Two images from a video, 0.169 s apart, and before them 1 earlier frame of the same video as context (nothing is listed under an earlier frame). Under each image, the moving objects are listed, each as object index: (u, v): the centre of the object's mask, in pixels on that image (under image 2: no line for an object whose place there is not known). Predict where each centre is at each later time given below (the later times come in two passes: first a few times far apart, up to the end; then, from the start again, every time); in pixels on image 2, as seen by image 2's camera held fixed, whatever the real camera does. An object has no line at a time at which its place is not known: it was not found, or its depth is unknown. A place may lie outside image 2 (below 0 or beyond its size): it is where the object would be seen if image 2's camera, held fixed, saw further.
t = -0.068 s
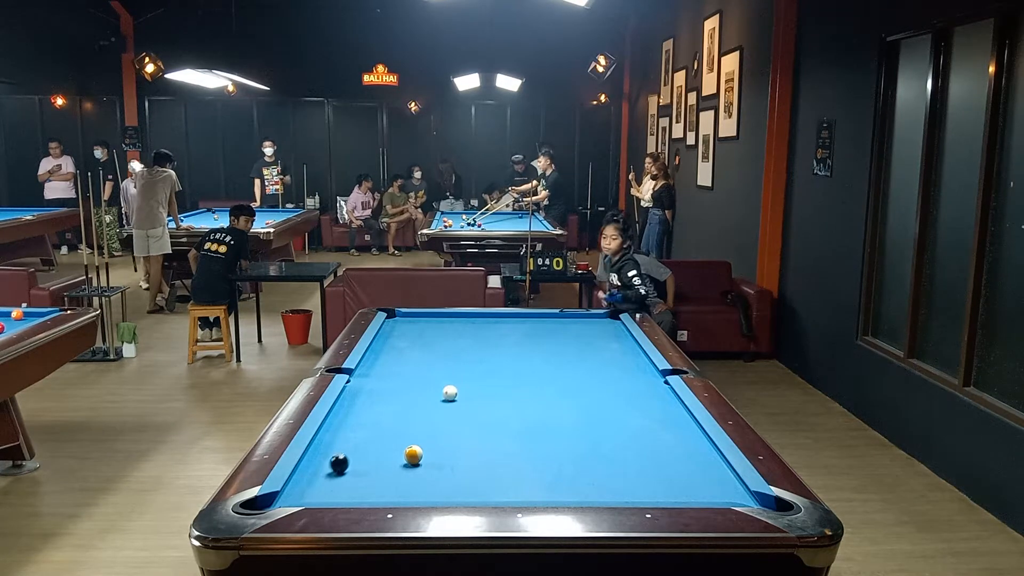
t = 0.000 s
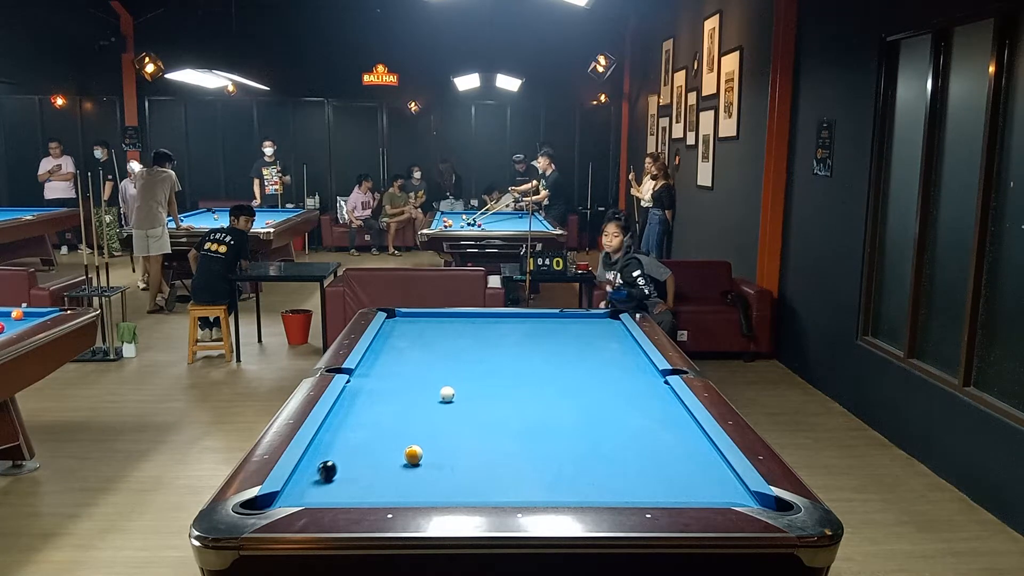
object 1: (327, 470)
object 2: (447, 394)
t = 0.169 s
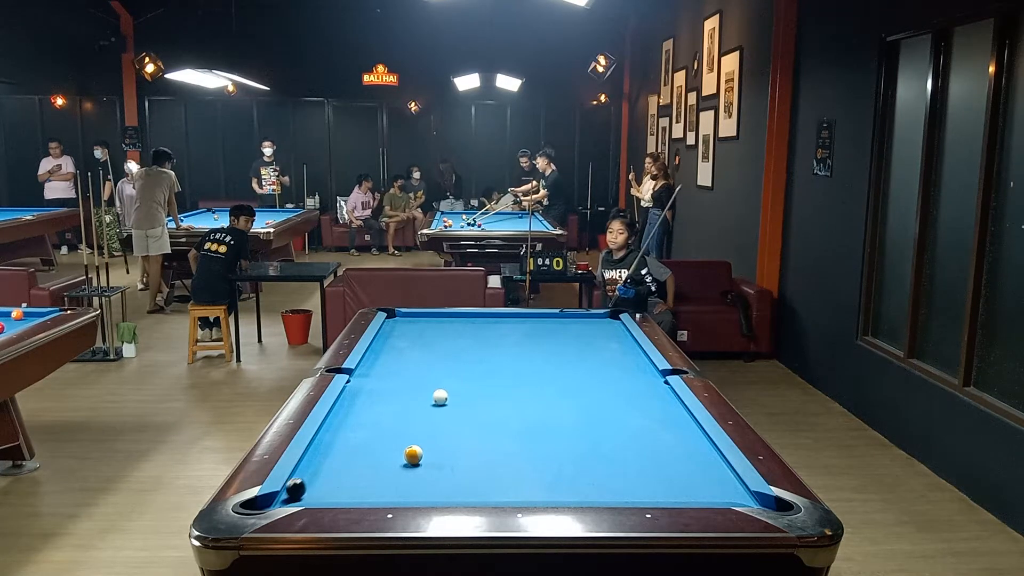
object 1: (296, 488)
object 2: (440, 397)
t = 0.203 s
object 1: (291, 492)
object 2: (439, 397)
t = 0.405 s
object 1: (292, 498)
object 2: (431, 401)
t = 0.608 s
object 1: (289, 496)
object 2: (424, 404)
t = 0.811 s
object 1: (299, 496)
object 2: (416, 407)
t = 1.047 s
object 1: (311, 496)
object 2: (408, 411)
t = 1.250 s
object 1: (319, 496)
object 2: (402, 414)
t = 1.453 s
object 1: (325, 496)
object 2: (396, 416)
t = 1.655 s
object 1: (330, 496)
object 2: (391, 418)
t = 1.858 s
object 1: (334, 496)
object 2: (386, 420)
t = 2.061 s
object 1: (337, 495)
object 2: (382, 422)
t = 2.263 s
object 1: (339, 495)
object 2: (379, 424)
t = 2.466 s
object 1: (339, 495)
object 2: (376, 425)
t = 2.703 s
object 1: (339, 495)
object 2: (373, 426)
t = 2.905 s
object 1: (339, 495)
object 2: (371, 426)
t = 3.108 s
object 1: (339, 495)
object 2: (371, 426)
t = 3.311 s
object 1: (339, 495)
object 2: (371, 426)
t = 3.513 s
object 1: (338, 495)
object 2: (372, 426)
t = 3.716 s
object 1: (338, 495)
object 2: (372, 426)
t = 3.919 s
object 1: (338, 495)
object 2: (372, 426)
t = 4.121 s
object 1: (338, 495)
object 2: (372, 426)
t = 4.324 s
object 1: (338, 495)
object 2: (372, 426)
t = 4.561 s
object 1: (338, 495)
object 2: (372, 426)
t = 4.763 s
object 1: (338, 495)
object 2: (372, 426)
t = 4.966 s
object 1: (338, 495)
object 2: (372, 426)
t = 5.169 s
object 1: (338, 495)
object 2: (372, 426)
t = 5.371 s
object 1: (338, 495)
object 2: (372, 426)
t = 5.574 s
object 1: (338, 495)
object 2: (372, 426)
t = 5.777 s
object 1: (338, 495)
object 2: (372, 426)
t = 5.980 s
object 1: (338, 495)
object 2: (372, 426)
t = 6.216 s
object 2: (372, 426)
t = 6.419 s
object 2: (372, 426)
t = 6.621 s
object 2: (372, 426)
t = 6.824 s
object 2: (372, 426)
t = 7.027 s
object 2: (372, 426)
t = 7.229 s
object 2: (372, 426)
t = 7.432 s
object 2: (372, 426)
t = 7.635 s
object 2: (372, 426)
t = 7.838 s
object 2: (372, 426)
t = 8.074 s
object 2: (372, 426)
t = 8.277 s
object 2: (372, 426)
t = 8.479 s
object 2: (372, 426)
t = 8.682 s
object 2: (372, 426)
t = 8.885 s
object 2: (372, 426)
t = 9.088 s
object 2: (372, 426)
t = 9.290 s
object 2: (372, 426)
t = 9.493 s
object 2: (372, 426)
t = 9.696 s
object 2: (372, 426)
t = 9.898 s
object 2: (372, 426)
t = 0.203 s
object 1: (291, 492)
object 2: (439, 397)
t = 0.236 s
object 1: (292, 494)
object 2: (437, 398)
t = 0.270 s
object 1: (293, 495)
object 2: (436, 399)
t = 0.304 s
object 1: (294, 497)
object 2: (435, 399)
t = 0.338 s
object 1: (294, 499)
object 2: (434, 400)
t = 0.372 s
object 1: (293, 499)
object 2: (432, 400)
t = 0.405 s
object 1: (292, 498)
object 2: (431, 401)
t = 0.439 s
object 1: (290, 498)
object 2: (430, 401)
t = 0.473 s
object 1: (289, 497)
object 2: (429, 402)
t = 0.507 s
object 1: (287, 497)
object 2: (427, 403)
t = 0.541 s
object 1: (286, 496)
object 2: (426, 403)
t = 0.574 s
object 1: (287, 496)
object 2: (425, 404)
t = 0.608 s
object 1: (289, 496)
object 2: (424, 404)
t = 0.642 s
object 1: (291, 496)
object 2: (422, 405)
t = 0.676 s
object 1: (292, 496)
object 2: (421, 405)
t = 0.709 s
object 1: (294, 496)
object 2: (420, 406)
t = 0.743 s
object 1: (296, 496)
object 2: (419, 406)
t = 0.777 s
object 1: (297, 496)
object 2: (418, 407)
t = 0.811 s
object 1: (299, 496)
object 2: (416, 407)
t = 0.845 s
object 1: (301, 497)
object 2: (415, 408)
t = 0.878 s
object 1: (302, 497)
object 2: (414, 408)
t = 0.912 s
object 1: (304, 496)
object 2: (413, 409)
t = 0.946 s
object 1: (306, 496)
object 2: (412, 409)
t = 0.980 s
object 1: (308, 496)
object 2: (411, 410)
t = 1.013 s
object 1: (309, 496)
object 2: (409, 410)
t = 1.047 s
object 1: (311, 496)
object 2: (408, 411)
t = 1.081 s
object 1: (313, 496)
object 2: (407, 411)
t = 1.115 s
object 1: (314, 496)
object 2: (406, 412)
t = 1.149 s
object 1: (315, 496)
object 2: (405, 412)
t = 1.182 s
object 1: (317, 496)
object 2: (404, 413)
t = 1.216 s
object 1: (318, 496)
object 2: (403, 413)
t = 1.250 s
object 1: (319, 496)
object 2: (402, 414)
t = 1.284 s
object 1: (320, 496)
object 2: (401, 414)
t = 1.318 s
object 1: (322, 496)
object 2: (400, 414)
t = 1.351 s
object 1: (323, 496)
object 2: (399, 415)
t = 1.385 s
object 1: (324, 496)
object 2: (398, 415)
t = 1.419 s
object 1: (325, 496)
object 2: (397, 416)
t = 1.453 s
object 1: (325, 496)
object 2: (396, 416)
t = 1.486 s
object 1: (326, 496)
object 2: (395, 416)
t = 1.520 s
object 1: (327, 496)
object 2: (394, 417)
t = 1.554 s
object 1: (328, 496)
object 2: (393, 417)
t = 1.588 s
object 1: (329, 496)
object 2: (393, 418)
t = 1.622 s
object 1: (330, 496)
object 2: (392, 418)
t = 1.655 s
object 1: (330, 496)
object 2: (391, 418)
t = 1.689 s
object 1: (331, 496)
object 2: (390, 419)
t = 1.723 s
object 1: (332, 496)
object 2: (389, 419)
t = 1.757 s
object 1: (332, 496)
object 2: (388, 419)
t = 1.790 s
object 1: (333, 496)
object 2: (388, 420)
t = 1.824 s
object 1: (334, 496)
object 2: (387, 420)
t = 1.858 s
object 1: (334, 496)
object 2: (386, 420)
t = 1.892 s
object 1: (335, 496)
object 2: (385, 421)
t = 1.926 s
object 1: (335, 495)
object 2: (385, 421)
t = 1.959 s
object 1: (336, 495)
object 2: (384, 421)
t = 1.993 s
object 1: (336, 495)
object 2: (383, 421)
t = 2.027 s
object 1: (336, 495)
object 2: (383, 422)
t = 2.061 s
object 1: (337, 495)
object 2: (382, 422)
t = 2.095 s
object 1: (337, 495)
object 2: (381, 422)
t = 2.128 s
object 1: (338, 495)
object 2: (381, 423)
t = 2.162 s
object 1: (338, 495)
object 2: (380, 423)
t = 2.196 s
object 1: (338, 495)
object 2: (380, 423)
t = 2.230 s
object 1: (339, 495)
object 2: (379, 424)
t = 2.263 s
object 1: (339, 495)
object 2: (379, 424)
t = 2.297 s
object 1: (339, 495)
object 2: (378, 424)
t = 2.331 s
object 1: (339, 495)
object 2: (377, 424)
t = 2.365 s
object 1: (339, 495)
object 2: (377, 424)
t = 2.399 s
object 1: (339, 495)
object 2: (376, 424)
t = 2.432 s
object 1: (339, 495)
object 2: (376, 425)
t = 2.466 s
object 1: (339, 495)
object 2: (376, 425)
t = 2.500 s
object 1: (339, 495)
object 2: (375, 425)
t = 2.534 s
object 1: (339, 495)
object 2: (375, 425)
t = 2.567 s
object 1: (339, 495)
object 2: (374, 425)
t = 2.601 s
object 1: (339, 495)
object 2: (374, 425)
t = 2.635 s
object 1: (339, 495)
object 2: (373, 425)
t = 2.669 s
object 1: (339, 495)
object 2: (373, 426)
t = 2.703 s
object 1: (339, 495)
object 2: (373, 426)
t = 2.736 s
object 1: (339, 495)
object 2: (372, 426)
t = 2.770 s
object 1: (339, 495)
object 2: (372, 426)
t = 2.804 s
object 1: (339, 495)
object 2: (372, 426)
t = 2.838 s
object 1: (339, 495)
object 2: (372, 426)
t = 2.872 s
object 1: (339, 495)
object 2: (371, 426)
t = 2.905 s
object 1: (339, 495)
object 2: (371, 426)
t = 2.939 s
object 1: (339, 495)
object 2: (371, 426)
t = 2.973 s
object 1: (339, 495)
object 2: (371, 426)
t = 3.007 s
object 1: (339, 495)
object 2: (371, 426)
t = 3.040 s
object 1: (339, 495)
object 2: (371, 426)
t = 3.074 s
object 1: (338, 495)
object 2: (371, 426)
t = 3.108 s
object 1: (339, 495)
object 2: (371, 426)
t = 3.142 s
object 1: (339, 495)
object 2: (371, 426)
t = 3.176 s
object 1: (339, 495)
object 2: (371, 426)
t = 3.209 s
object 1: (339, 495)
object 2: (371, 426)
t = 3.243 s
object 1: (339, 495)
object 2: (371, 426)
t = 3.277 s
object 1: (339, 495)
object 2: (371, 426)
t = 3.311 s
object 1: (339, 495)
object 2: (371, 426)
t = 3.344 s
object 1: (338, 495)
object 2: (371, 426)
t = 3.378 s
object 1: (338, 495)
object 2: (371, 426)
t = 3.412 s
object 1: (338, 495)
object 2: (371, 426)
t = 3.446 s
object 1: (338, 495)
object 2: (371, 426)
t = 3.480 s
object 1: (338, 495)
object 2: (372, 426)
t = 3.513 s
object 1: (338, 495)
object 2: (372, 426)
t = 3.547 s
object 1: (338, 495)
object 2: (372, 426)
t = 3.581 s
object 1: (338, 495)
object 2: (372, 426)
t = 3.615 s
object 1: (338, 495)
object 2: (372, 426)
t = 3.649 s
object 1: (338, 495)
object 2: (372, 426)
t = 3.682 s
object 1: (338, 495)
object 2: (372, 426)
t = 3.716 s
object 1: (338, 495)
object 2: (372, 426)
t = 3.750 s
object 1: (338, 495)
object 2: (372, 426)
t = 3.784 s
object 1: (338, 495)
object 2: (372, 426)
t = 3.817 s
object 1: (338, 495)
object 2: (372, 426)
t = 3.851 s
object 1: (338, 495)
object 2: (372, 426)
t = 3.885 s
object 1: (338, 495)
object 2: (372, 426)
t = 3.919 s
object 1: (338, 495)
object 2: (372, 426)
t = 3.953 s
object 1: (338, 495)
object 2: (372, 426)
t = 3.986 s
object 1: (338, 495)
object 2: (372, 426)
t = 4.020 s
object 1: (338, 495)
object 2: (372, 426)
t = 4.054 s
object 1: (338, 495)
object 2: (372, 426)
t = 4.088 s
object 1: (338, 495)
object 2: (372, 426)
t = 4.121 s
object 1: (338, 495)
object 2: (372, 426)
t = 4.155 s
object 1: (338, 495)
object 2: (372, 426)
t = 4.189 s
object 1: (338, 495)
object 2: (372, 426)
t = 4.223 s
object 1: (338, 495)
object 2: (372, 426)
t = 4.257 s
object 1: (338, 495)
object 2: (372, 426)
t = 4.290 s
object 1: (338, 495)
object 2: (372, 426)
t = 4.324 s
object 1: (338, 495)
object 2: (372, 426)
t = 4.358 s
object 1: (338, 495)
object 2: (372, 426)
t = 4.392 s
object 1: (338, 495)
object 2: (372, 426)
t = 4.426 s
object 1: (338, 495)
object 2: (372, 426)
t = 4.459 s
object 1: (338, 495)
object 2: (372, 426)
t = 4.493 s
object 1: (338, 495)
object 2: (372, 426)
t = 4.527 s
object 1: (338, 495)
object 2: (372, 426)
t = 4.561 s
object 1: (338, 495)
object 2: (372, 426)
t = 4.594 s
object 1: (338, 495)
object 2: (372, 426)
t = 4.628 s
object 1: (338, 495)
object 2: (372, 426)
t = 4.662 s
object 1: (338, 495)
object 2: (372, 426)
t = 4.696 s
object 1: (338, 495)
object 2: (372, 426)
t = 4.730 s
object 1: (338, 495)
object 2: (372, 426)
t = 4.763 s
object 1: (338, 495)
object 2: (372, 426)
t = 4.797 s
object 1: (338, 495)
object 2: (372, 426)
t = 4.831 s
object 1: (338, 495)
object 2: (372, 426)
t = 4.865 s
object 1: (338, 495)
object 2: (372, 426)
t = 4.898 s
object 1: (338, 495)
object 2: (372, 426)
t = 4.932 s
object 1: (338, 495)
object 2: (372, 426)
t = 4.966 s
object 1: (338, 495)
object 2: (372, 426)
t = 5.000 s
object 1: (338, 495)
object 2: (372, 426)
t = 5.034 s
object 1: (338, 495)
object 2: (372, 426)
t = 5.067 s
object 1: (338, 495)
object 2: (372, 426)
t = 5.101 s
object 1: (338, 495)
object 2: (372, 426)
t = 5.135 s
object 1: (338, 495)
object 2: (372, 426)
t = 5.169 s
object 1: (338, 495)
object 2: (372, 426)
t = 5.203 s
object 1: (338, 495)
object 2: (372, 426)
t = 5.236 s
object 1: (338, 495)
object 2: (372, 426)
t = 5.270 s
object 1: (338, 495)
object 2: (372, 426)
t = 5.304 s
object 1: (338, 495)
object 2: (372, 426)
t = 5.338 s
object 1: (338, 495)
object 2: (372, 426)
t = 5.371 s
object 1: (338, 495)
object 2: (372, 426)
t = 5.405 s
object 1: (338, 495)
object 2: (372, 426)
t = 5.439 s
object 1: (338, 495)
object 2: (372, 426)
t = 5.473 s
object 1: (338, 495)
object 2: (372, 426)
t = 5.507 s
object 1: (338, 495)
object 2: (372, 426)
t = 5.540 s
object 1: (338, 495)
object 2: (372, 426)
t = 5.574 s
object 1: (338, 495)
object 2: (372, 426)
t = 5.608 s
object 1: (338, 495)
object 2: (372, 426)
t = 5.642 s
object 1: (338, 495)
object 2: (372, 426)
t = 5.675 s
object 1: (338, 495)
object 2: (372, 426)
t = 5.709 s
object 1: (338, 495)
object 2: (372, 426)
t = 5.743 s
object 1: (338, 495)
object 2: (372, 426)
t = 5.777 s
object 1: (338, 495)
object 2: (372, 426)
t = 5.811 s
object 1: (338, 495)
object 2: (372, 426)
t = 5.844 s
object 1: (338, 495)
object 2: (372, 426)
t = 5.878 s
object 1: (338, 495)
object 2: (372, 426)
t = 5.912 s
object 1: (338, 495)
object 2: (372, 426)
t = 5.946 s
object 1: (338, 495)
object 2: (372, 426)
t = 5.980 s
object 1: (338, 495)
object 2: (372, 426)
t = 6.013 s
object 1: (338, 495)
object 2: (372, 426)
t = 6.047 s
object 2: (372, 426)
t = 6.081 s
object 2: (372, 426)
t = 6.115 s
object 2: (372, 426)
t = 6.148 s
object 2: (372, 426)
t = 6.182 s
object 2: (372, 426)
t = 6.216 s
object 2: (372, 426)
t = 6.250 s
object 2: (372, 426)
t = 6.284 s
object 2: (372, 426)
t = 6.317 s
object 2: (372, 426)
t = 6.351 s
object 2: (372, 426)
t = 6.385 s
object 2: (372, 426)
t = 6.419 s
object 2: (372, 426)
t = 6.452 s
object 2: (372, 426)
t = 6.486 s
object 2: (372, 426)
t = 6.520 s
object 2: (372, 426)
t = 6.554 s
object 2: (372, 426)
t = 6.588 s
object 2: (372, 426)
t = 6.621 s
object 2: (372, 426)
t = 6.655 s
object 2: (372, 426)
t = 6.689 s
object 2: (372, 426)
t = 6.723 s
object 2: (372, 426)
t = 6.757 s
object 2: (372, 426)
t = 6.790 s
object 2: (372, 426)
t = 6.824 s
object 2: (372, 426)
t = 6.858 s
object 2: (372, 426)
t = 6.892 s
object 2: (372, 426)
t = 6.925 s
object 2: (372, 426)
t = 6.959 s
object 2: (372, 426)
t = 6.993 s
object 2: (372, 426)
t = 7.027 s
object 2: (372, 426)
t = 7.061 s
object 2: (372, 426)
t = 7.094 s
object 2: (372, 426)
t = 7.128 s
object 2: (372, 426)
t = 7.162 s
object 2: (372, 426)
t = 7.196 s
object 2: (372, 426)
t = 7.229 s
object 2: (372, 426)
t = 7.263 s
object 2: (372, 426)
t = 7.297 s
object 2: (372, 426)
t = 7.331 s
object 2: (372, 426)
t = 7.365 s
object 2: (372, 426)
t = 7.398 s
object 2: (372, 426)
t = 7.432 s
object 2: (372, 426)
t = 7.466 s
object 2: (372, 426)
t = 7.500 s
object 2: (372, 426)
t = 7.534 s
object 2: (372, 426)
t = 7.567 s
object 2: (372, 426)
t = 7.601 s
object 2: (372, 426)
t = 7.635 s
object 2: (372, 426)
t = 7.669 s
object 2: (372, 426)
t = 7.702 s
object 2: (372, 426)
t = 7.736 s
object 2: (372, 426)
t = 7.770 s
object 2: (372, 426)
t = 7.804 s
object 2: (372, 426)
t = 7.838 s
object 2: (372, 426)
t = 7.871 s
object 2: (372, 426)
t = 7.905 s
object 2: (372, 426)
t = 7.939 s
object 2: (372, 426)
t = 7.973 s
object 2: (372, 426)
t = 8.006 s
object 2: (372, 426)
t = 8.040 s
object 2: (372, 426)
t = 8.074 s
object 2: (372, 426)
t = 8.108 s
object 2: (372, 426)
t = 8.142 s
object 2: (372, 426)
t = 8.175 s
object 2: (372, 426)
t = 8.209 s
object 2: (372, 426)
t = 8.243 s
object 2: (372, 426)
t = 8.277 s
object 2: (372, 426)
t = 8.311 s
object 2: (372, 426)
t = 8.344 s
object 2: (372, 426)
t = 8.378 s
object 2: (372, 426)
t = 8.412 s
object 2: (372, 426)
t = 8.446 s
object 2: (372, 426)
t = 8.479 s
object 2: (372, 426)
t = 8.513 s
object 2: (372, 426)
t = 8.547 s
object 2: (372, 426)
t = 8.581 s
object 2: (372, 426)
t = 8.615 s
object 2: (372, 426)
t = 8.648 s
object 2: (372, 426)
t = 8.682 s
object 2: (372, 426)
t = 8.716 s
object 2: (372, 426)
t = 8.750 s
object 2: (372, 426)
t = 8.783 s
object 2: (372, 426)
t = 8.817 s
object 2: (372, 426)
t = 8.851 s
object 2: (372, 426)
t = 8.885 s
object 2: (372, 426)
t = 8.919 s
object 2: (372, 426)
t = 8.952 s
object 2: (372, 426)
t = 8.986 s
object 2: (372, 426)
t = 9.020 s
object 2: (372, 426)
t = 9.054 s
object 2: (372, 426)
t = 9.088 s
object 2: (372, 426)
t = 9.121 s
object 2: (372, 426)
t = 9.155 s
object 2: (372, 426)
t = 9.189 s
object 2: (372, 426)
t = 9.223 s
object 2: (372, 426)
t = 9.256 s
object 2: (372, 426)
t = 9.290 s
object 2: (372, 426)
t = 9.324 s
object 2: (372, 426)
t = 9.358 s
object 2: (372, 426)
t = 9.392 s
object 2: (372, 426)
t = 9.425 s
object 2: (372, 426)
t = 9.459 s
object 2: (372, 426)
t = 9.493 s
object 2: (372, 426)
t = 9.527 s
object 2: (372, 426)
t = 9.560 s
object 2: (372, 426)
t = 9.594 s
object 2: (372, 426)
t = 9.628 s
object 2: (372, 426)
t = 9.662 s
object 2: (372, 426)
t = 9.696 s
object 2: (372, 426)
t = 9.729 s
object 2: (372, 426)
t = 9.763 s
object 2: (372, 426)
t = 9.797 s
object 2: (372, 426)
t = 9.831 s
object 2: (372, 426)
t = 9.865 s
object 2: (372, 426)
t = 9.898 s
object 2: (372, 426)
